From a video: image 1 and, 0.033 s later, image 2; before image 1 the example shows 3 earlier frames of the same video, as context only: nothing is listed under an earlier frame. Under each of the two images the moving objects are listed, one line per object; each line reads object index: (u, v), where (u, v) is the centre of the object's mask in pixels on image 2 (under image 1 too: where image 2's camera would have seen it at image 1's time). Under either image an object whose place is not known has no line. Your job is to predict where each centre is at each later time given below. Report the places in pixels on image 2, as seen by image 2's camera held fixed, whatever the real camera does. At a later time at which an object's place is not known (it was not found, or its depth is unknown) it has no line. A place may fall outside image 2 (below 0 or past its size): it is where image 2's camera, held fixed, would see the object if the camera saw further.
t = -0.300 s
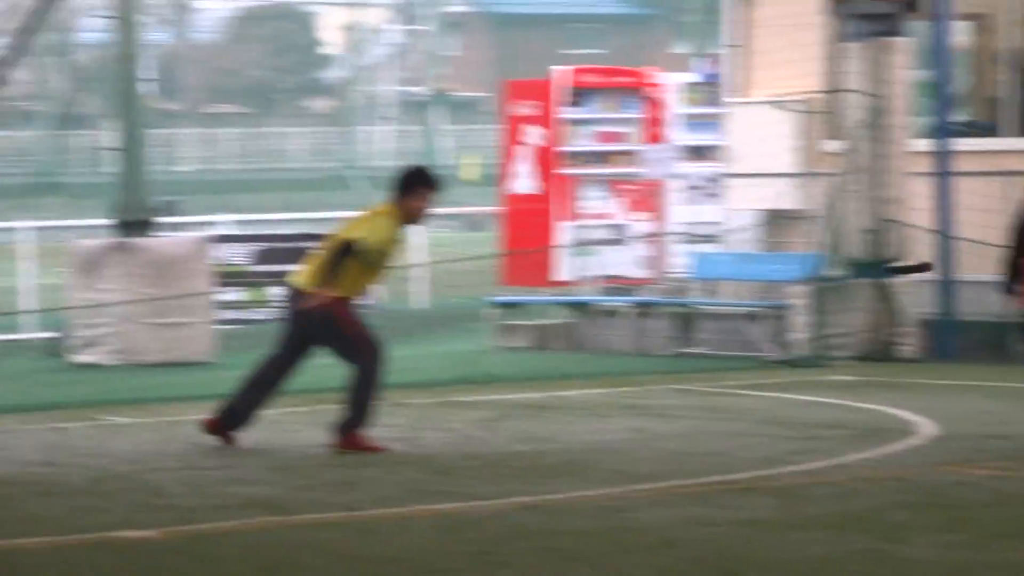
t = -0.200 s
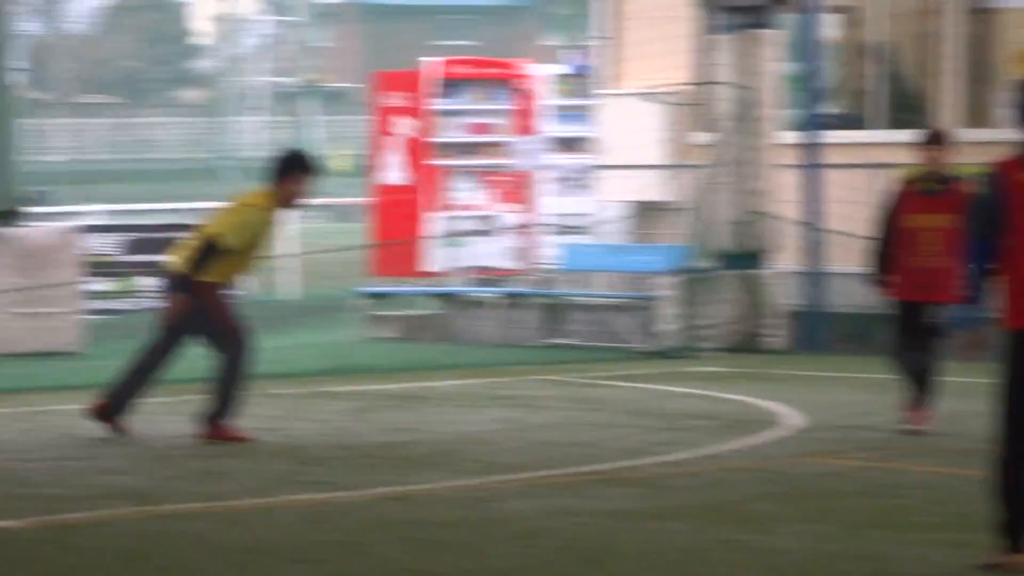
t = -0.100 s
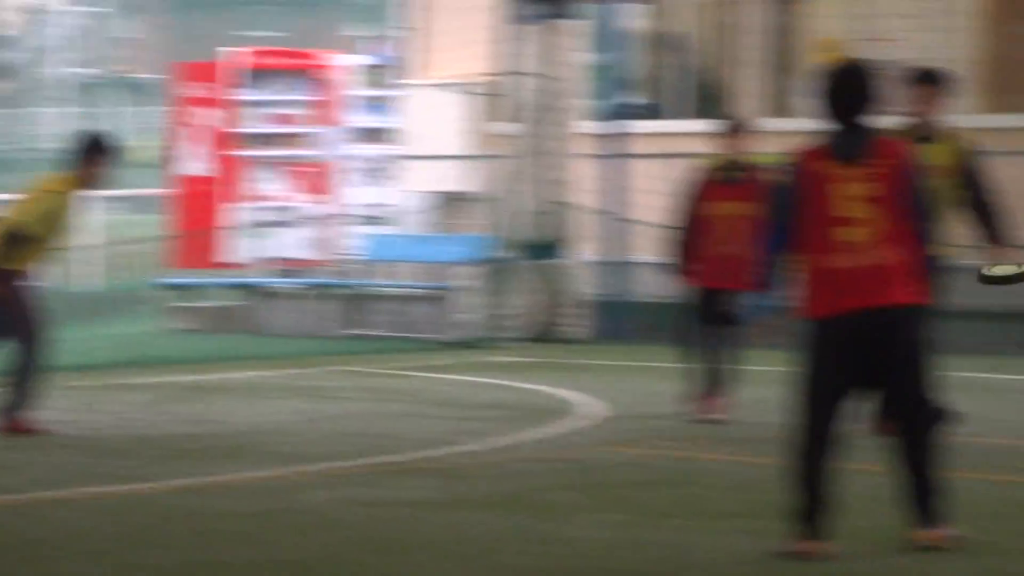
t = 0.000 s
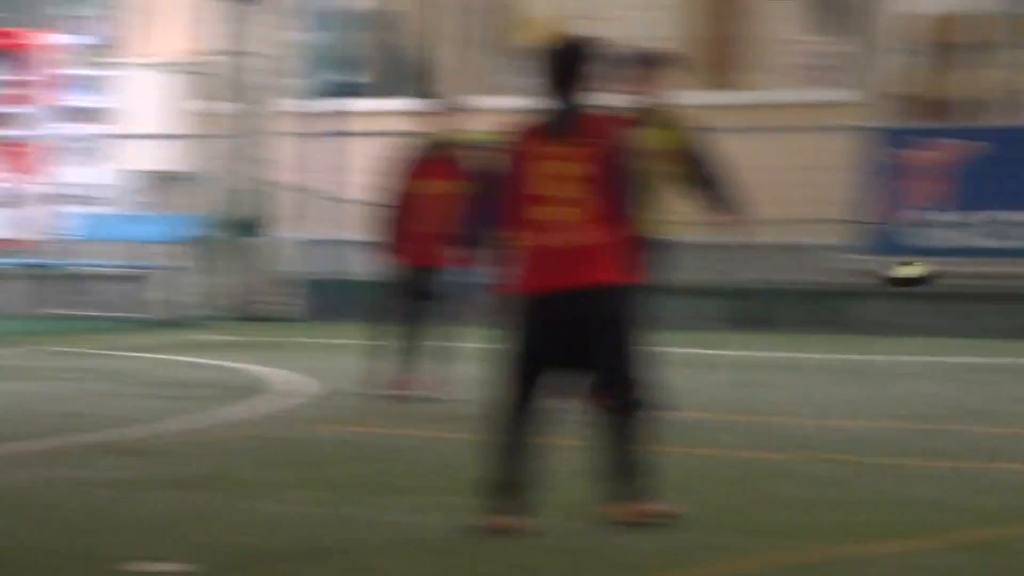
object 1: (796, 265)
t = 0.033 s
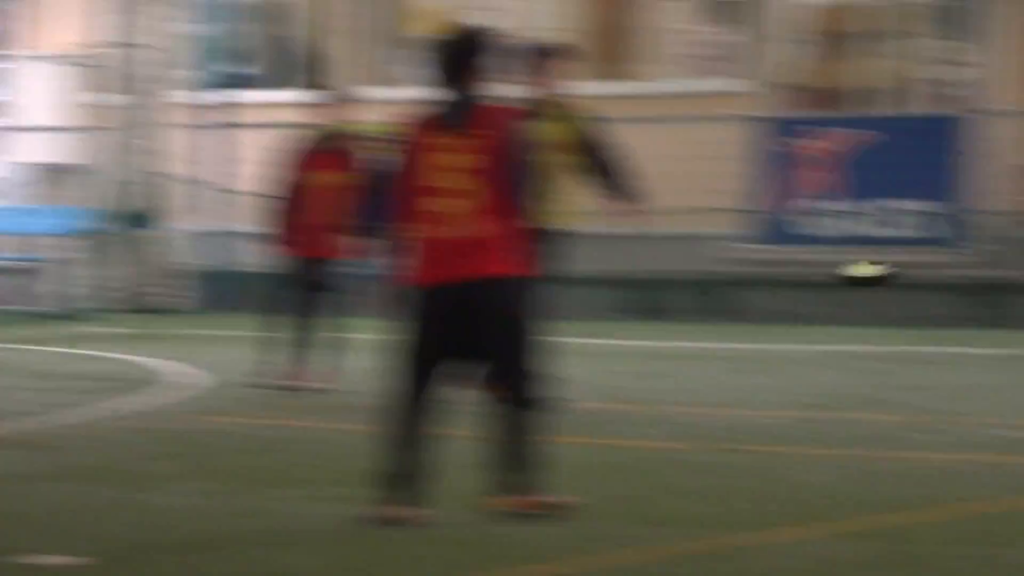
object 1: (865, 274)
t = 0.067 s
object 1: (935, 283)
